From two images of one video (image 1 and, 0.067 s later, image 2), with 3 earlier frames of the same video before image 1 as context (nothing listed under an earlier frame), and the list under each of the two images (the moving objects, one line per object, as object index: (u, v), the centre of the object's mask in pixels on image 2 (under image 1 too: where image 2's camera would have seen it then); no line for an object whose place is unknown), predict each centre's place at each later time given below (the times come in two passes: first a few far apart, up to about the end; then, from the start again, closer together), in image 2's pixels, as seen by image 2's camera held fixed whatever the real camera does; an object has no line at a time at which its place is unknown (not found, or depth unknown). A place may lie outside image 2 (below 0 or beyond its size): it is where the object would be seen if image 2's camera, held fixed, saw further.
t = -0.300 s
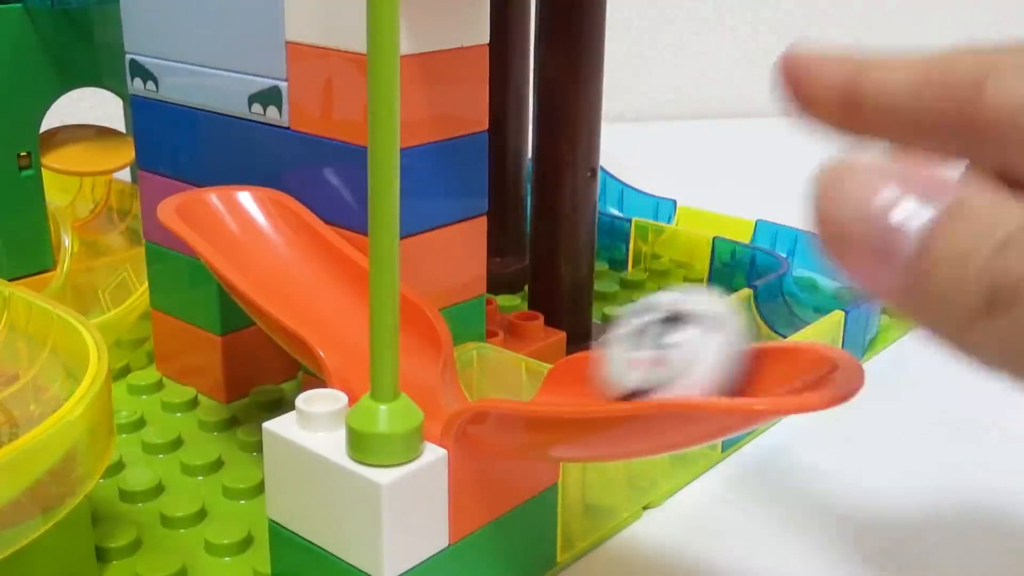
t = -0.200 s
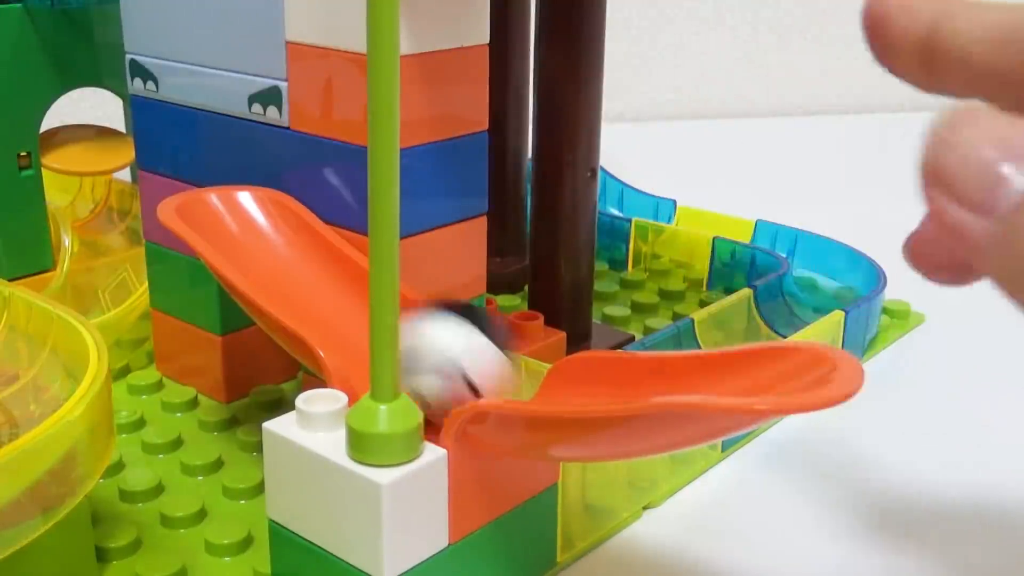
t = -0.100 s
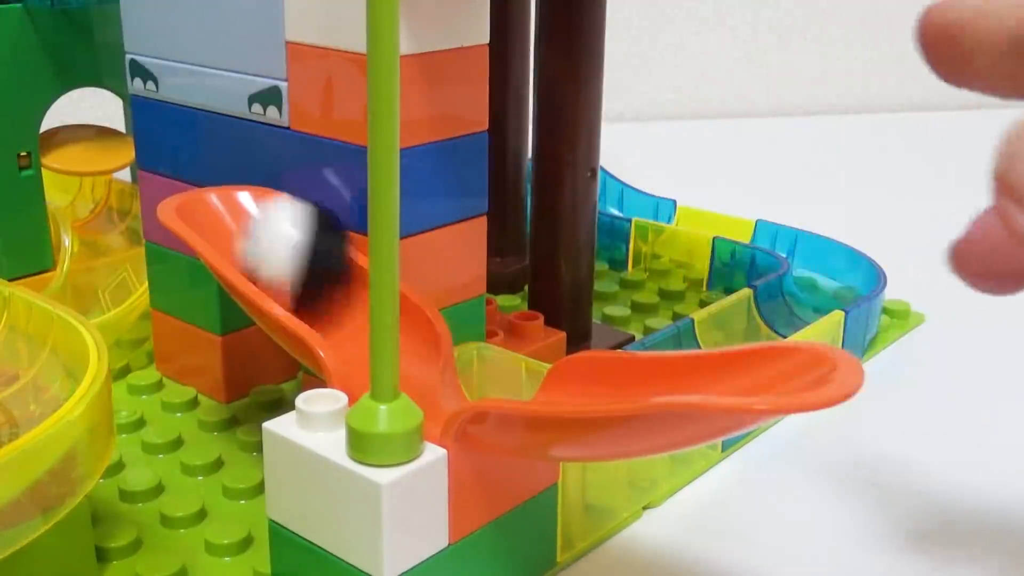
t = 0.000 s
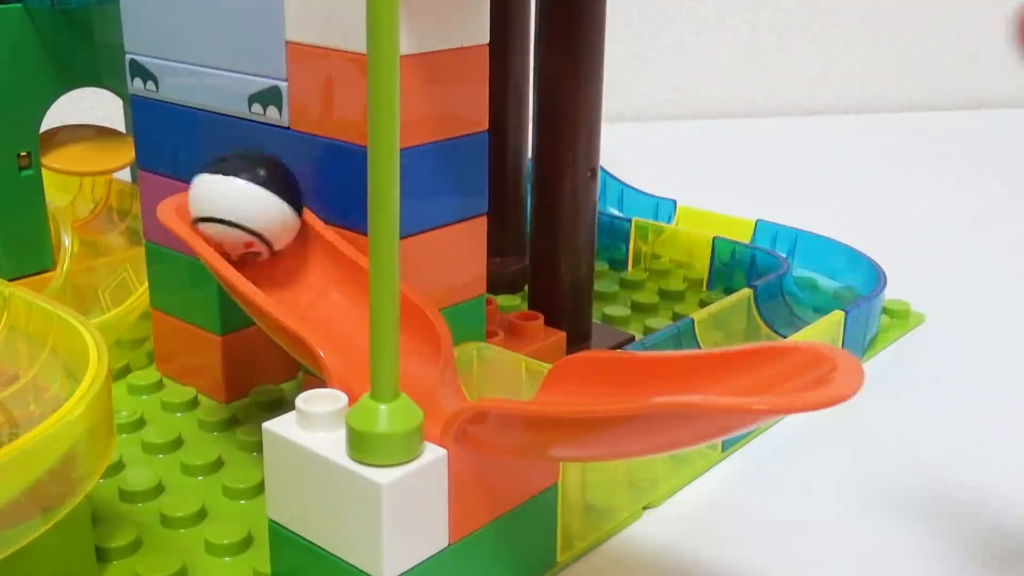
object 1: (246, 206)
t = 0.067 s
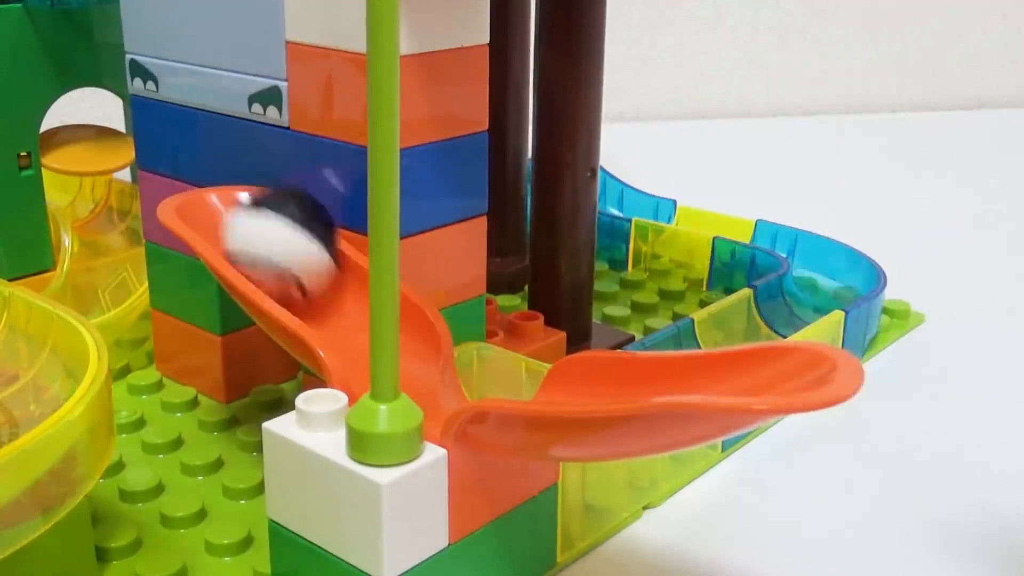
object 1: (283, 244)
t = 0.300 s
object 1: (620, 359)
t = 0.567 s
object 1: (478, 360)
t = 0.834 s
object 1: (313, 271)
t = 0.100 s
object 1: (316, 277)
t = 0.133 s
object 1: (337, 304)
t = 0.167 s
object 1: (429, 344)
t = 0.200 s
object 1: (468, 359)
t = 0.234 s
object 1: (525, 360)
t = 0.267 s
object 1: (580, 365)
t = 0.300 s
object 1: (620, 359)
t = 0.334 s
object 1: (655, 352)
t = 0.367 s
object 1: (675, 348)
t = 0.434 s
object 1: (656, 351)
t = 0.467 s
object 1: (620, 356)
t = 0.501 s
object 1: (575, 363)
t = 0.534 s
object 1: (529, 363)
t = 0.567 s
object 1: (478, 360)
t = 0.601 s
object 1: (442, 351)
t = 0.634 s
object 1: (398, 334)
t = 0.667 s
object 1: (337, 302)
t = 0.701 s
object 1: (321, 280)
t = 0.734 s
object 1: (307, 266)
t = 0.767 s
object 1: (298, 259)
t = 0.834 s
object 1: (313, 271)
